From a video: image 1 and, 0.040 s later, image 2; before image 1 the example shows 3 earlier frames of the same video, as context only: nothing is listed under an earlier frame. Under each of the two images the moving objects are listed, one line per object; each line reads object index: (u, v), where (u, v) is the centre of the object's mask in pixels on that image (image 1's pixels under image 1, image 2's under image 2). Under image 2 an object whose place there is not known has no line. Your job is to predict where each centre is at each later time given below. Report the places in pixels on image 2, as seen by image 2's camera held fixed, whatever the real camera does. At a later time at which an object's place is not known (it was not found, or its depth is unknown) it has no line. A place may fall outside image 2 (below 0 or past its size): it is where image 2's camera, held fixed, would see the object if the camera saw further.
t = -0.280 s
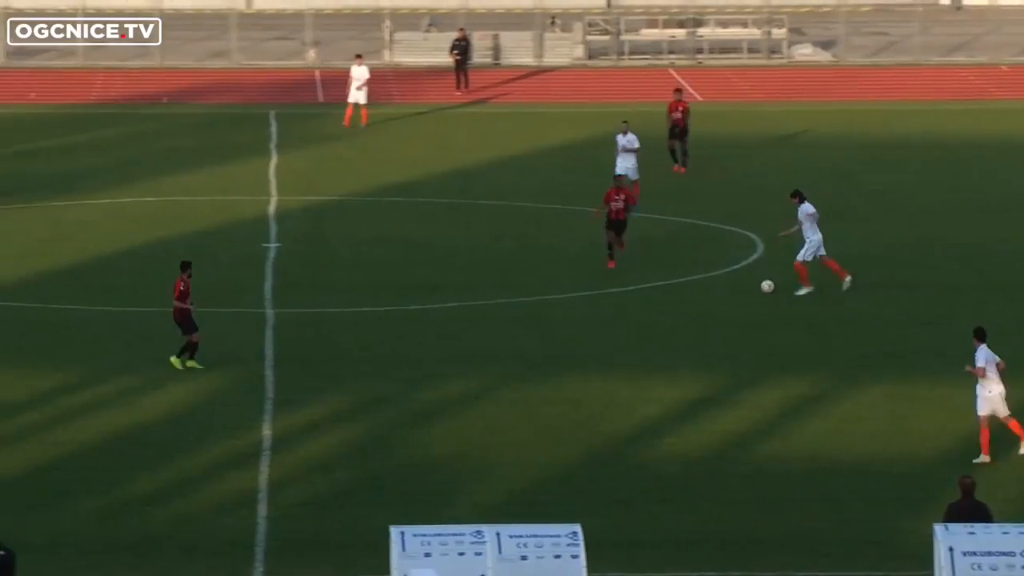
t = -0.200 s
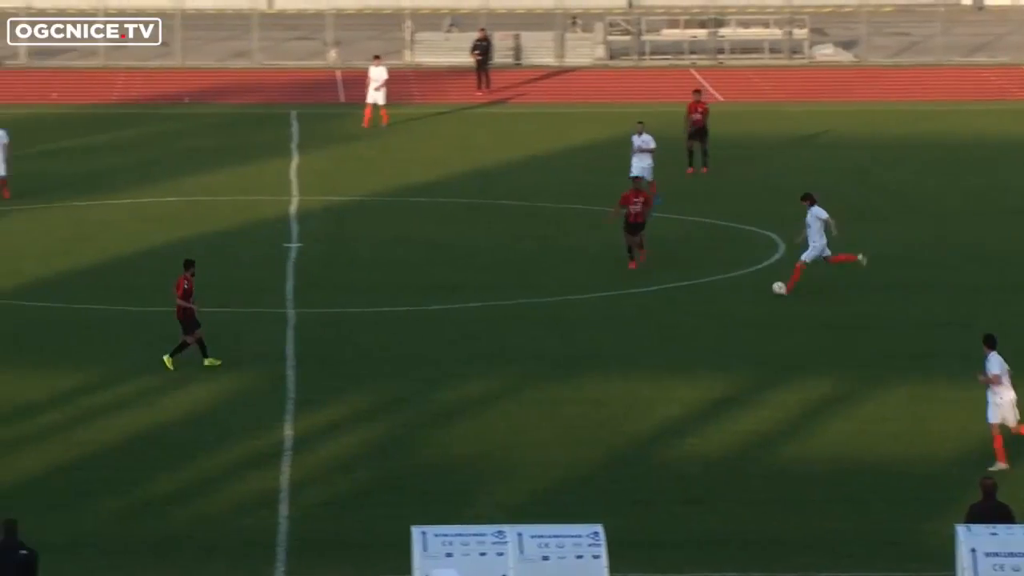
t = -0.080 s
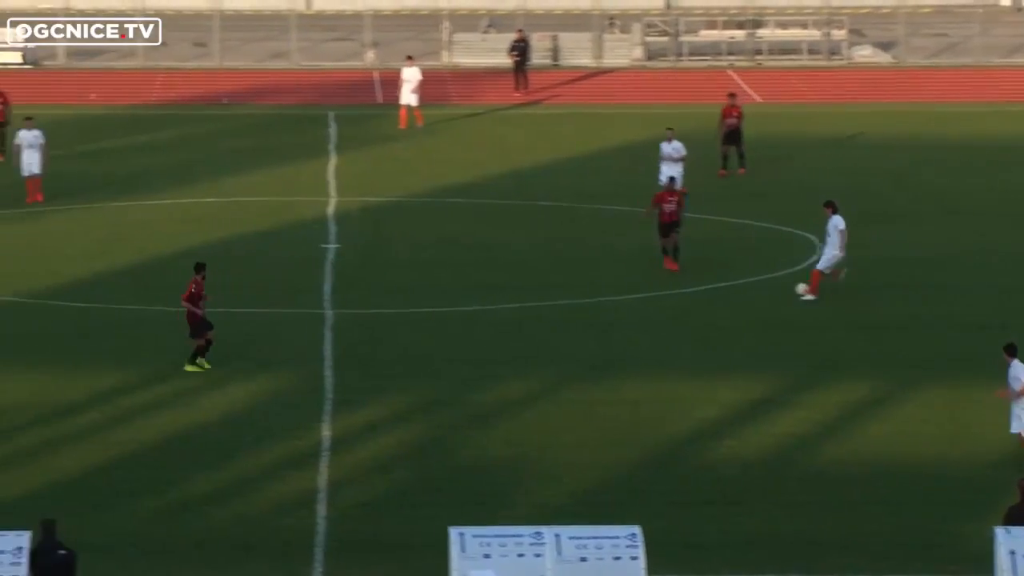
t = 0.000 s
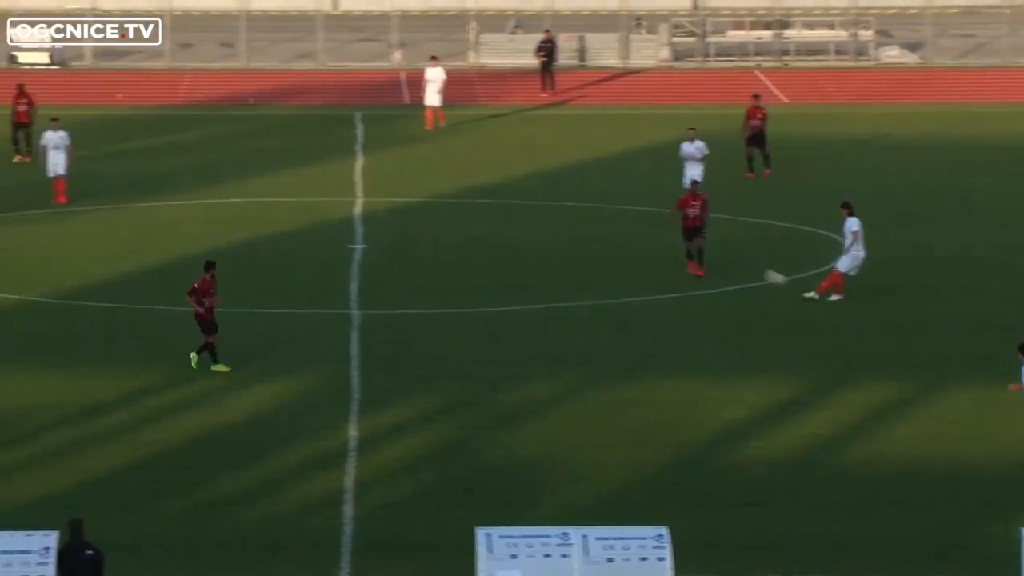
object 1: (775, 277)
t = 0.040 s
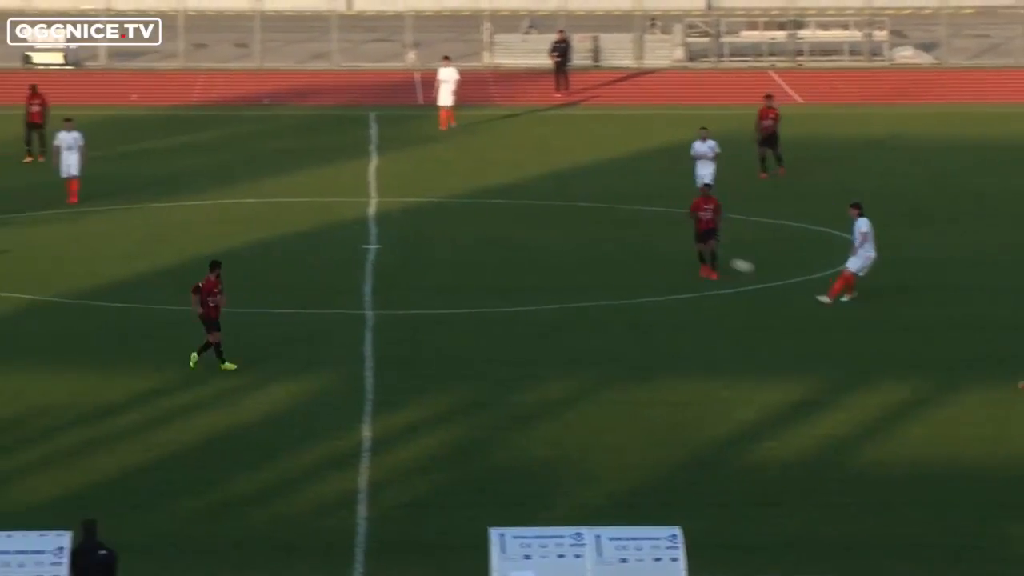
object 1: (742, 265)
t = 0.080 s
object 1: (698, 254)
